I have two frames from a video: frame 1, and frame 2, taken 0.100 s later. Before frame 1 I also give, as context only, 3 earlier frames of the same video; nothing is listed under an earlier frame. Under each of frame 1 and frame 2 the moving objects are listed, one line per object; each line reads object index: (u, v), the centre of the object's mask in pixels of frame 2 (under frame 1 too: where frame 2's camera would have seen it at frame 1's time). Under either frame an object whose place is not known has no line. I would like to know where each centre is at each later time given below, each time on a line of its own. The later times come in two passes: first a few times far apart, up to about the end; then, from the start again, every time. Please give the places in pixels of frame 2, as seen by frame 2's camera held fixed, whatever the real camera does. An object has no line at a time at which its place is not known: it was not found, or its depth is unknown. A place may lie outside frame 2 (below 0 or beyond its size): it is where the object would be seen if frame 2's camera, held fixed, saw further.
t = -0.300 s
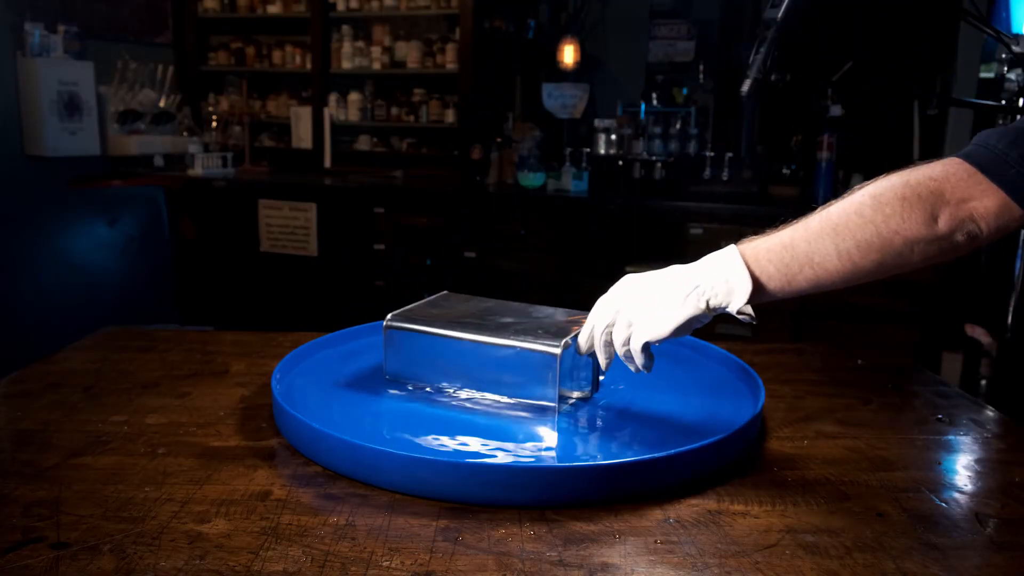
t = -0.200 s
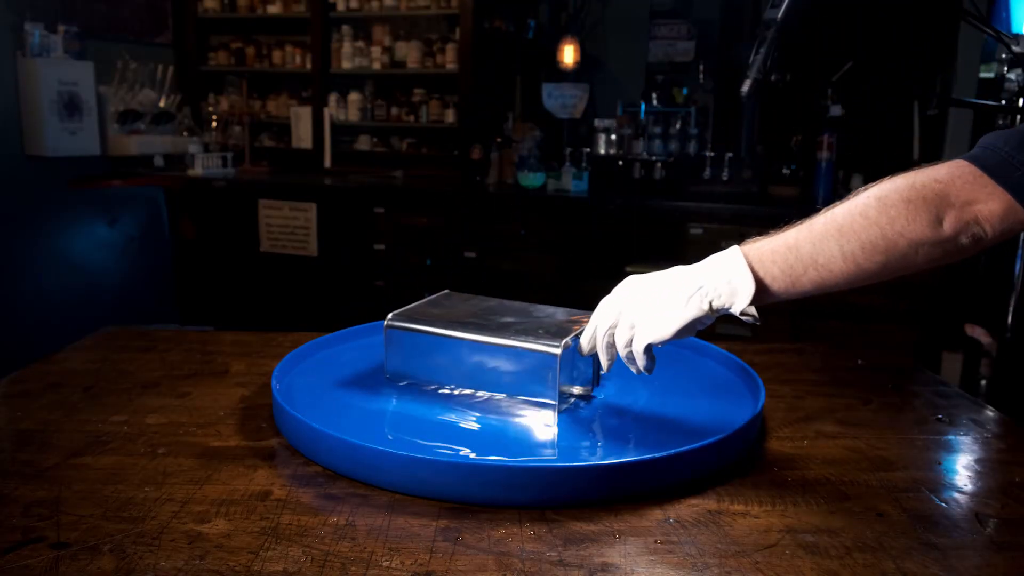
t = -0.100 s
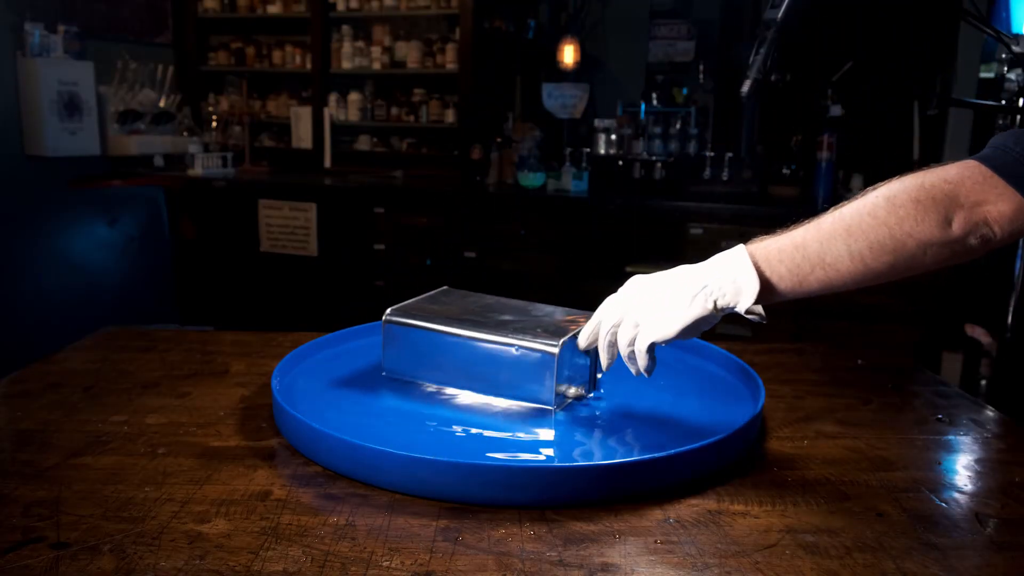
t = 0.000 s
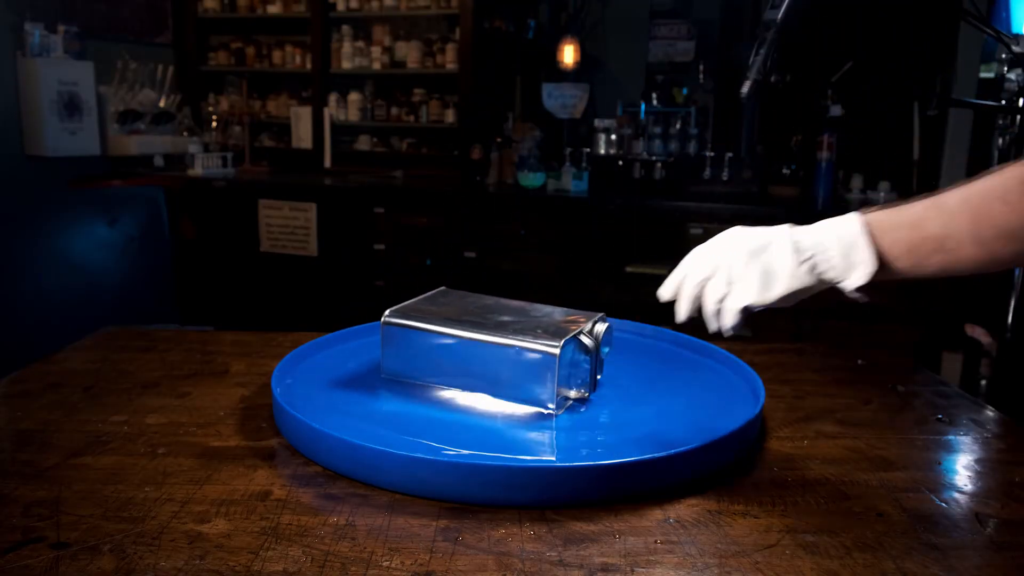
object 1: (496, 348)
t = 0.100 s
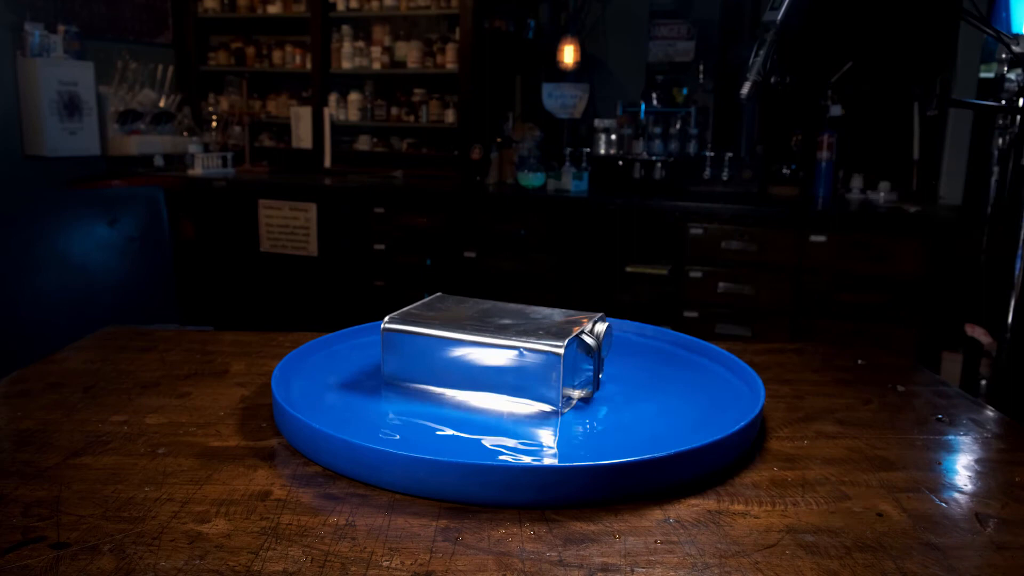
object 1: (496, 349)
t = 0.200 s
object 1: (500, 351)
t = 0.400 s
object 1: (493, 353)
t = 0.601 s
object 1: (492, 358)
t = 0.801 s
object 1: (489, 359)
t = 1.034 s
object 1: (486, 360)
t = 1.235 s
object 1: (485, 360)
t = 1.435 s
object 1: (486, 360)
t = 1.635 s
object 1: (487, 360)
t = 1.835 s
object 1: (489, 358)
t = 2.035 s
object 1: (489, 358)
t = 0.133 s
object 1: (497, 351)
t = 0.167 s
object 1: (499, 350)
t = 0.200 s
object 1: (500, 351)
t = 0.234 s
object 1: (500, 352)
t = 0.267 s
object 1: (499, 353)
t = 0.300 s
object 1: (499, 352)
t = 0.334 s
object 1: (498, 352)
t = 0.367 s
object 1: (494, 352)
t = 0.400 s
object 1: (493, 353)
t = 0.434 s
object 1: (494, 353)
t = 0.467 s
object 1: (494, 354)
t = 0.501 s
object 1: (494, 355)
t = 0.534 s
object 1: (493, 357)
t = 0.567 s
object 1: (492, 358)
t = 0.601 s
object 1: (492, 358)
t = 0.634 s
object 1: (491, 359)
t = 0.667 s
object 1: (489, 359)
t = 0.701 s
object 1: (489, 359)
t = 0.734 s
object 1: (489, 358)
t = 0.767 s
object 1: (489, 359)
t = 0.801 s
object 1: (489, 359)
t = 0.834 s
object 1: (489, 360)
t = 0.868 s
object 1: (488, 360)
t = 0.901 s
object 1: (486, 360)
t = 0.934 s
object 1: (485, 360)
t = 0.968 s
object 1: (486, 360)
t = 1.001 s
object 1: (485, 360)
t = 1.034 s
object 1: (486, 360)
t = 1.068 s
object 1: (486, 360)
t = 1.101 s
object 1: (486, 360)
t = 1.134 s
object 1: (485, 360)
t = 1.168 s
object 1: (486, 360)
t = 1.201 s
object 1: (486, 360)
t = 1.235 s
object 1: (485, 360)
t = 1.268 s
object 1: (486, 360)
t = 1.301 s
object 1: (486, 360)
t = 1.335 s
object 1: (486, 360)
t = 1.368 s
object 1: (486, 360)
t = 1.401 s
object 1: (486, 360)
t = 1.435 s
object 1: (486, 360)
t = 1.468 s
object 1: (486, 360)
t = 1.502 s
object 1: (486, 360)
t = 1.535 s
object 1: (486, 360)
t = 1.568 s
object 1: (487, 360)
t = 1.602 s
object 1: (487, 359)
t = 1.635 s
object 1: (487, 360)
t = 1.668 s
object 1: (487, 359)
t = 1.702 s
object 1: (487, 359)
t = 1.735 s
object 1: (489, 358)
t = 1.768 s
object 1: (489, 358)
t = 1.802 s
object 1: (489, 358)
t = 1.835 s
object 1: (489, 358)
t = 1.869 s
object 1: (487, 359)
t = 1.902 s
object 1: (489, 358)
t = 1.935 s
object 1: (489, 358)
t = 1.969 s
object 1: (489, 358)
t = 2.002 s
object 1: (490, 358)
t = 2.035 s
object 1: (489, 358)
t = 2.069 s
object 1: (490, 358)
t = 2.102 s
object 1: (490, 358)
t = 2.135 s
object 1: (490, 358)
